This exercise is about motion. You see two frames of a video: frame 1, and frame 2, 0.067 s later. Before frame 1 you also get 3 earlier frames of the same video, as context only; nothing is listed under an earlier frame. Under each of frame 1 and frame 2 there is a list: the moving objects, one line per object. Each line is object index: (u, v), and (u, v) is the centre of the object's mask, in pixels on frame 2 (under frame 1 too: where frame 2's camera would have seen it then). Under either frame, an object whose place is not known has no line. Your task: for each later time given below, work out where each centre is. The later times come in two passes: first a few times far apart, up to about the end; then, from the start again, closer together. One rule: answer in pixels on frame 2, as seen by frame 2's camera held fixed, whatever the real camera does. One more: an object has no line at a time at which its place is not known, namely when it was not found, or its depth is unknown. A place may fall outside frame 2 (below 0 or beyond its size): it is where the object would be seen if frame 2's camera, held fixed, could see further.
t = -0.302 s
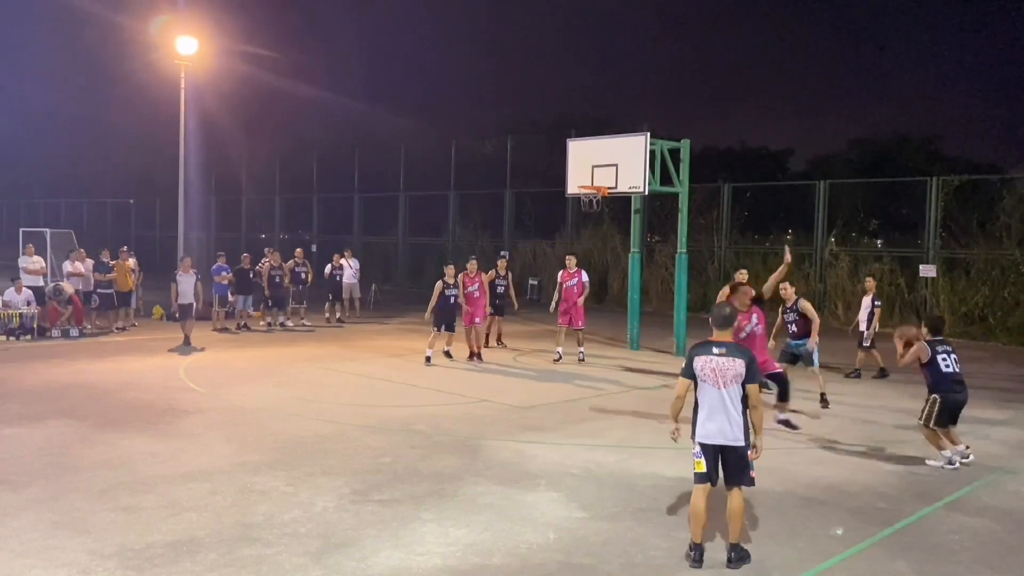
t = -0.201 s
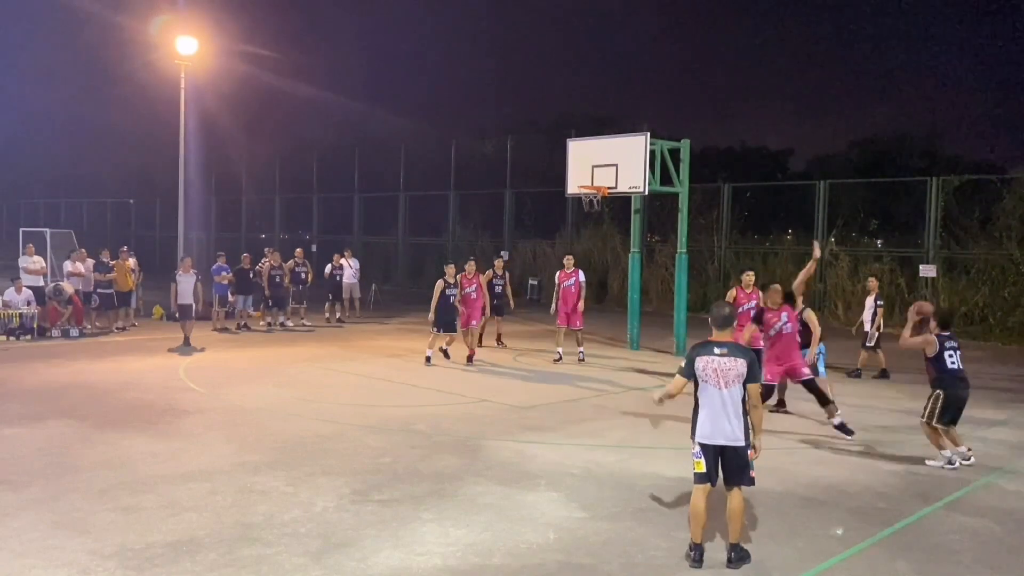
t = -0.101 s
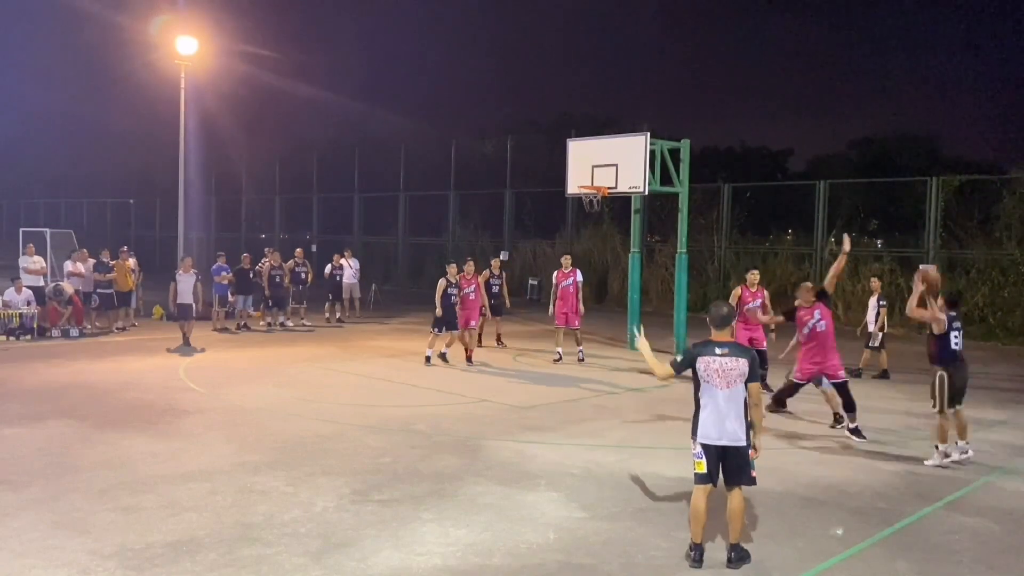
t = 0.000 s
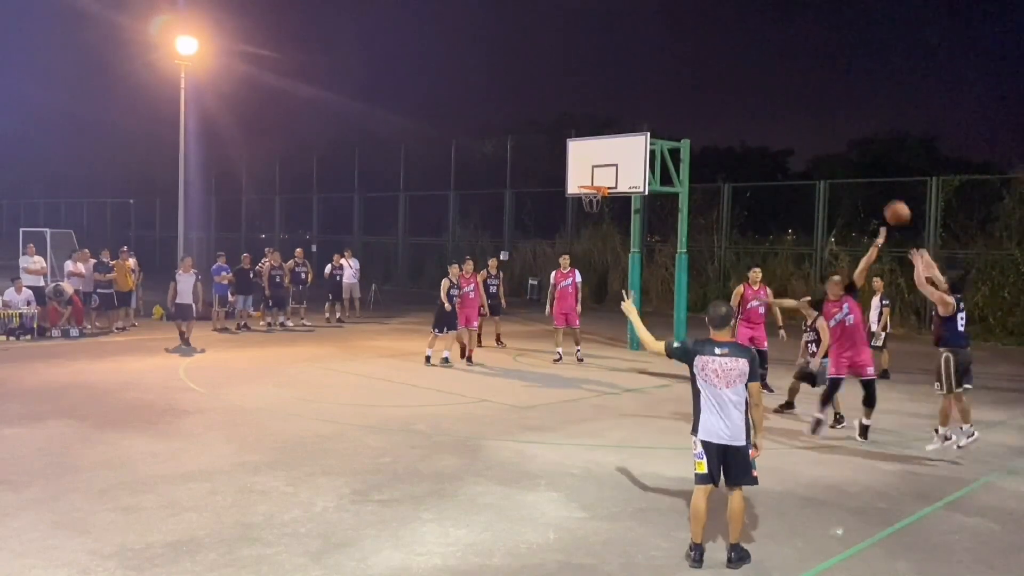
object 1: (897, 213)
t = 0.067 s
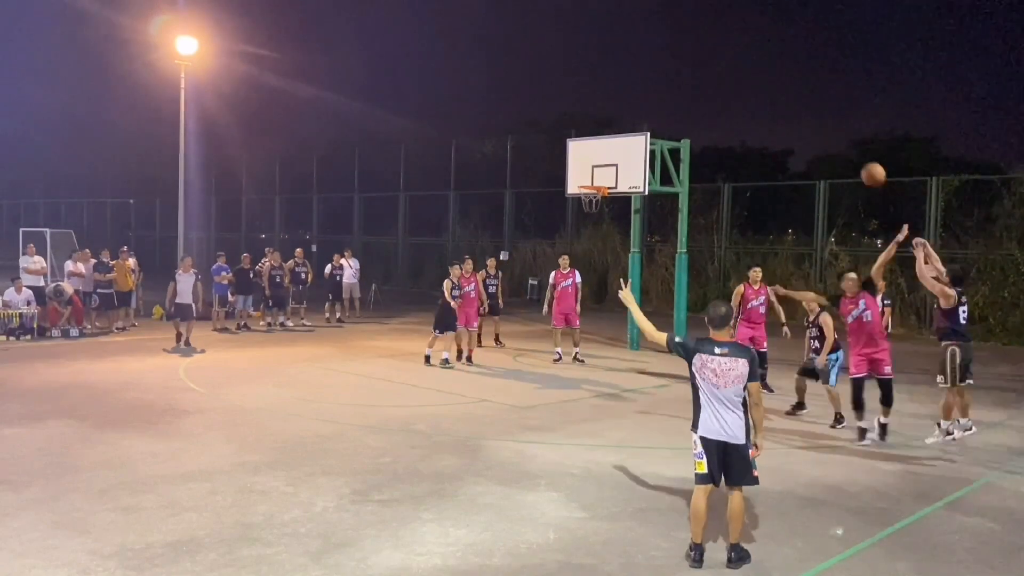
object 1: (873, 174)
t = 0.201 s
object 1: (829, 115)
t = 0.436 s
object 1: (764, 59)
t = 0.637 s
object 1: (717, 49)
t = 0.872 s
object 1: (671, 71)
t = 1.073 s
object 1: (636, 113)
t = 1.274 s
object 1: (604, 171)
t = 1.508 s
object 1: (589, 195)
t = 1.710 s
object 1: (596, 202)
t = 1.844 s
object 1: (600, 212)
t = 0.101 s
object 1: (862, 158)
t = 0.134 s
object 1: (850, 141)
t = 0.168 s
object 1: (839, 127)
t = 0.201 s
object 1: (829, 115)
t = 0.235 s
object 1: (819, 103)
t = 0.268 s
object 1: (809, 93)
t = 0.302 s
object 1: (800, 85)
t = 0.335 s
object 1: (791, 76)
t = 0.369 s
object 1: (782, 70)
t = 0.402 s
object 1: (773, 64)
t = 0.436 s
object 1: (764, 59)
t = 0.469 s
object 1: (756, 56)
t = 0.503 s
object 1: (748, 53)
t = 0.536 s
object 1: (740, 51)
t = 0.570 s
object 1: (732, 49)
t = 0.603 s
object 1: (725, 49)
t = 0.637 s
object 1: (717, 49)
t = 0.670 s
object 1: (710, 50)
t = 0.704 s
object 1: (703, 52)
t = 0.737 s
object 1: (697, 54)
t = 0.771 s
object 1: (690, 58)
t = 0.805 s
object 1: (684, 61)
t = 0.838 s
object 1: (677, 66)
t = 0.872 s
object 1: (671, 71)
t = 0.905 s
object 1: (665, 77)
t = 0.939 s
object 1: (658, 83)
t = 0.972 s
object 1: (653, 90)
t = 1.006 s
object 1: (647, 97)
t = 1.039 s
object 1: (641, 104)
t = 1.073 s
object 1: (636, 113)
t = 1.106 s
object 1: (630, 121)
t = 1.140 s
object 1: (624, 130)
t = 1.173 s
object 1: (620, 140)
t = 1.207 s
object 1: (614, 150)
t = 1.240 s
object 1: (609, 160)
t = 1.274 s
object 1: (604, 171)
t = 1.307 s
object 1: (599, 181)
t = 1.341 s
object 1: (593, 184)
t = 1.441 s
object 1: (583, 191)
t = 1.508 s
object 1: (589, 195)
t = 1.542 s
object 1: (588, 195)
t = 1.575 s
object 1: (589, 195)
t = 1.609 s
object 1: (590, 197)
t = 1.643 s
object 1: (592, 199)
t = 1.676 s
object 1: (596, 201)
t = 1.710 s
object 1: (596, 202)
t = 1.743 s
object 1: (598, 204)
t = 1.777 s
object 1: (598, 206)
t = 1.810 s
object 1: (599, 209)
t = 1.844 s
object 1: (600, 212)
